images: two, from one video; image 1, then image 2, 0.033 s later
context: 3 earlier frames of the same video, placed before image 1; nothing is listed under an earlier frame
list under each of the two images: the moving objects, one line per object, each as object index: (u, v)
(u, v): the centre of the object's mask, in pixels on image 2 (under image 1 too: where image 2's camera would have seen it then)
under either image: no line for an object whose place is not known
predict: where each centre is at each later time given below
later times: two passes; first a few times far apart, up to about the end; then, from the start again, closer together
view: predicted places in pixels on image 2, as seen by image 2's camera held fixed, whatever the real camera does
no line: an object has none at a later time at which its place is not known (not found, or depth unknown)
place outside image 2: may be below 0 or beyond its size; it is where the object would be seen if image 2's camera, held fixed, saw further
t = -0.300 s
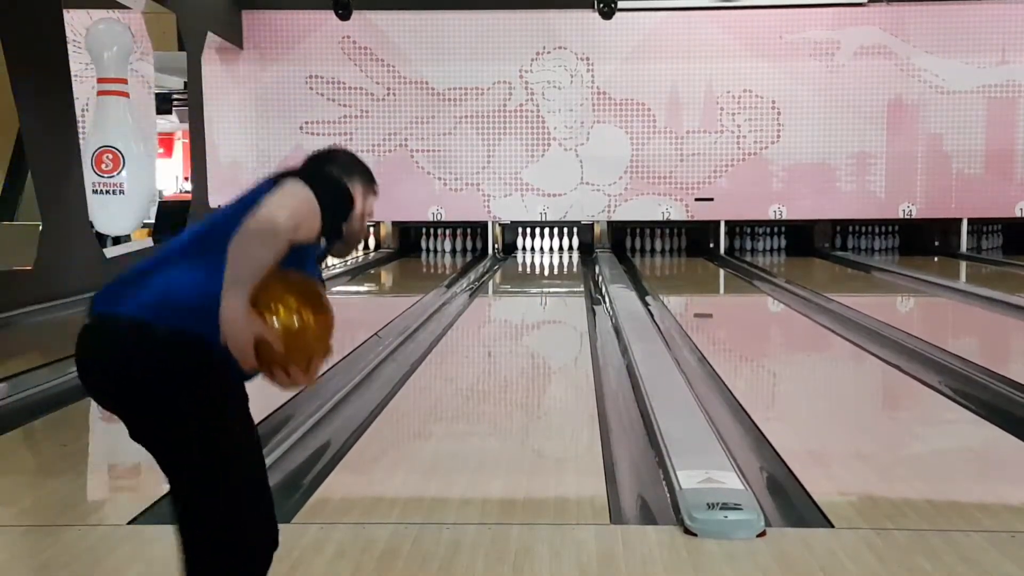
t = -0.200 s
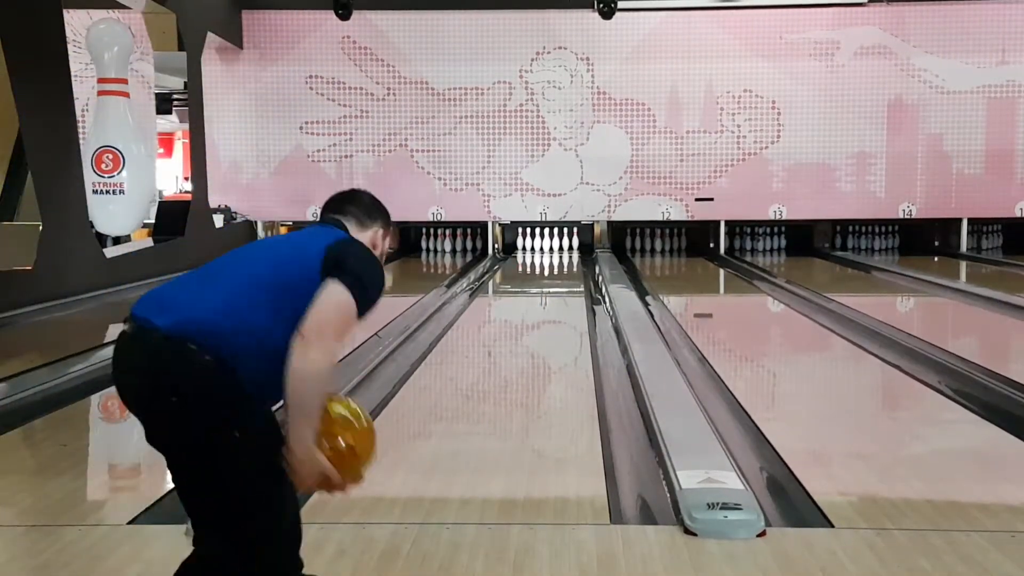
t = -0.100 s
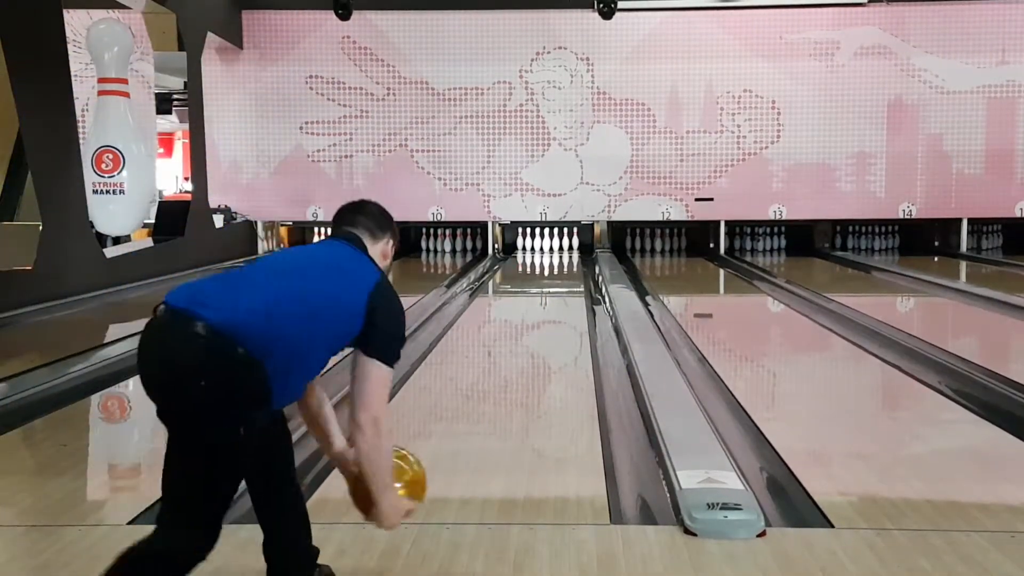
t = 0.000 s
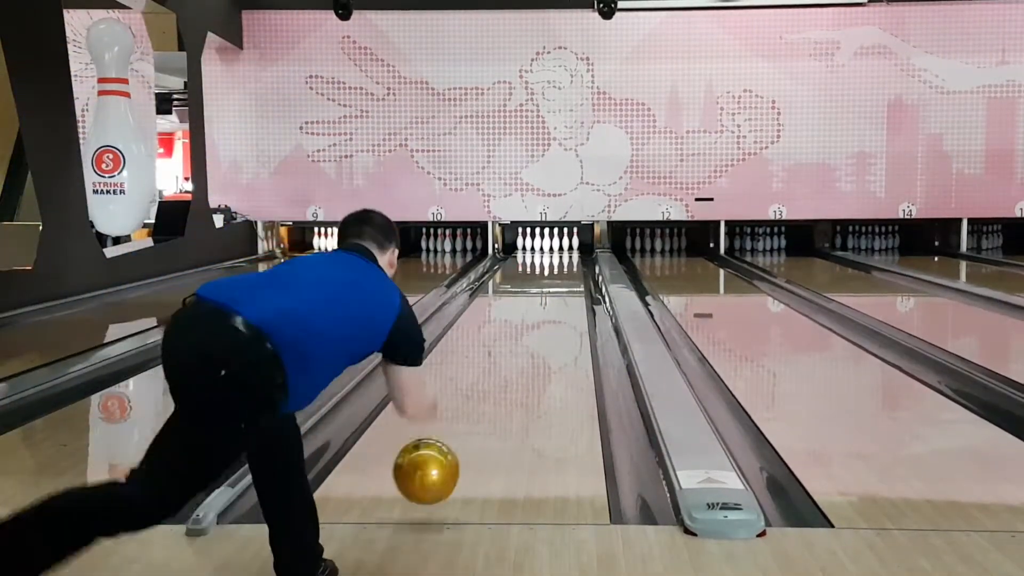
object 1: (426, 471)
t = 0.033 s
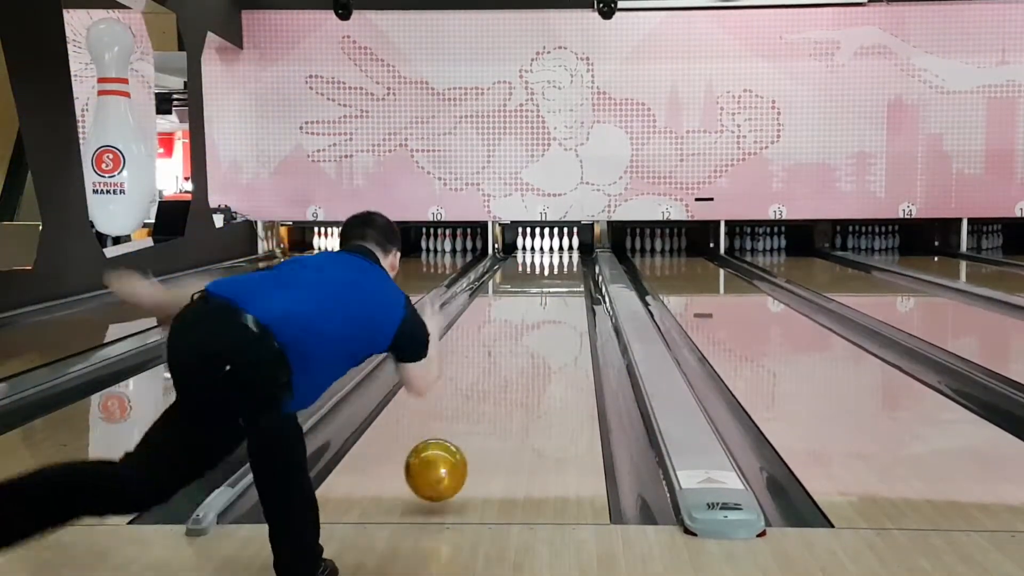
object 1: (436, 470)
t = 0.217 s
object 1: (475, 419)
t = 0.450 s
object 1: (505, 370)
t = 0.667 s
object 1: (523, 339)
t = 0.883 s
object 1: (536, 318)
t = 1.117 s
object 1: (546, 301)
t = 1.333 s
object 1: (553, 288)
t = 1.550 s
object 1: (558, 278)
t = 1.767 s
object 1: (562, 271)
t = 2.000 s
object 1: (564, 263)
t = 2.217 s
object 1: (564, 257)
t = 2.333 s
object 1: (564, 254)
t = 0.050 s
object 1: (440, 471)
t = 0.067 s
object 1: (444, 466)
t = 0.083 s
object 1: (448, 458)
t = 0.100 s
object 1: (452, 454)
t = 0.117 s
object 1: (456, 448)
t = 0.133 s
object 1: (459, 442)
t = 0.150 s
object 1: (462, 439)
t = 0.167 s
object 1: (466, 435)
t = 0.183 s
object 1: (469, 427)
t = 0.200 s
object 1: (472, 423)
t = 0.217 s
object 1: (475, 419)
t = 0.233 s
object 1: (477, 414)
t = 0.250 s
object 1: (480, 410)
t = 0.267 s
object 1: (483, 406)
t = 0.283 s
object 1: (485, 402)
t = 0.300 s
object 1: (487, 398)
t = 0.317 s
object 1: (490, 395)
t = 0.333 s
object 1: (492, 391)
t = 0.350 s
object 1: (494, 388)
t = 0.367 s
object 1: (496, 385)
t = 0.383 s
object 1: (498, 381)
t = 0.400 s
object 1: (500, 378)
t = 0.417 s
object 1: (502, 375)
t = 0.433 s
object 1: (503, 373)
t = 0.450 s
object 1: (505, 370)
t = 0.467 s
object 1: (507, 367)
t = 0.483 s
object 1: (509, 365)
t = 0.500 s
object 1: (510, 362)
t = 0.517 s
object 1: (512, 359)
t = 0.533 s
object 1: (513, 357)
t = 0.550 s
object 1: (515, 354)
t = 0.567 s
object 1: (516, 352)
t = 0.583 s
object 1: (517, 350)
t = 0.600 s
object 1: (518, 348)
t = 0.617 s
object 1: (520, 346)
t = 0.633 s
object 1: (521, 343)
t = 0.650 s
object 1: (522, 341)
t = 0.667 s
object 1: (523, 339)
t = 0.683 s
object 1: (525, 338)
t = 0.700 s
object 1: (526, 335)
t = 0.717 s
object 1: (527, 333)
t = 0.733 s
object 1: (528, 332)
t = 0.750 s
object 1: (529, 330)
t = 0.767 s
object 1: (530, 328)
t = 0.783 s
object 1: (531, 326)
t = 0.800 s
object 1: (532, 325)
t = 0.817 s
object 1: (533, 323)
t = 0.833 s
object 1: (534, 322)
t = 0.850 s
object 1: (535, 320)
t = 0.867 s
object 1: (535, 319)
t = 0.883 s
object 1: (536, 318)
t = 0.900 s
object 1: (537, 316)
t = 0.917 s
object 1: (538, 314)
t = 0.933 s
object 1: (539, 313)
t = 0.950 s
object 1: (539, 312)
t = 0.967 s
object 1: (540, 311)
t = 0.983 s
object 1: (541, 309)
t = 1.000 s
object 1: (542, 308)
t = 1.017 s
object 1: (542, 307)
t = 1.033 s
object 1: (543, 306)
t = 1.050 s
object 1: (544, 305)
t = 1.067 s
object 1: (544, 304)
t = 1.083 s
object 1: (545, 303)
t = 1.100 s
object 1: (545, 302)
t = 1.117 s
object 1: (546, 301)
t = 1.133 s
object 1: (547, 300)
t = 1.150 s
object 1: (547, 299)
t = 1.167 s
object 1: (548, 298)
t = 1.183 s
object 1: (548, 297)
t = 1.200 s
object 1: (549, 296)
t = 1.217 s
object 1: (549, 295)
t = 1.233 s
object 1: (550, 294)
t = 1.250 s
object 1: (550, 293)
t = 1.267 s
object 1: (551, 292)
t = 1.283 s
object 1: (551, 291)
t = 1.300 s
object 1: (552, 290)
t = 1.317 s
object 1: (553, 289)
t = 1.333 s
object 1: (553, 288)
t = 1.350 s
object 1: (553, 287)
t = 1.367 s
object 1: (554, 287)
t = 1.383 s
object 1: (554, 286)
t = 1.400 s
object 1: (554, 285)
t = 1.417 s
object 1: (555, 284)
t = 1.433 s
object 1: (556, 283)
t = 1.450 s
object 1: (556, 282)
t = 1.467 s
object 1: (556, 281)
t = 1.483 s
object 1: (557, 281)
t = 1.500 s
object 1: (557, 280)
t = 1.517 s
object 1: (558, 279)
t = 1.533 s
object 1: (558, 279)
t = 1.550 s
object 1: (558, 278)
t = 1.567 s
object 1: (558, 277)
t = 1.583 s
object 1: (559, 276)
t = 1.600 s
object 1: (560, 276)
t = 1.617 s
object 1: (560, 275)
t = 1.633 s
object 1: (560, 275)
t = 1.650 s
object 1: (560, 274)
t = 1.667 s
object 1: (561, 273)
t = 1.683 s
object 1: (562, 273)
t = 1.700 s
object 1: (562, 272)
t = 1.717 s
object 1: (562, 272)
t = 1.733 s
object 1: (562, 272)
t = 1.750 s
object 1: (562, 271)
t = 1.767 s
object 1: (562, 271)
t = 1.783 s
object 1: (562, 270)
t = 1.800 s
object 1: (562, 269)
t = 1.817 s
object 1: (563, 269)
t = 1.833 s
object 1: (563, 269)
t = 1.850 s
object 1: (563, 268)
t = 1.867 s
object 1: (563, 267)
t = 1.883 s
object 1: (563, 267)
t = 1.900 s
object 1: (563, 266)
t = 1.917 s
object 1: (564, 265)
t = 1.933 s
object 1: (564, 265)
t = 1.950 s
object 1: (564, 264)
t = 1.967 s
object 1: (564, 264)
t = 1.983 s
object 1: (564, 263)
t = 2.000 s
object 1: (564, 263)
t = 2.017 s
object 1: (564, 263)
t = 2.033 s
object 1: (564, 263)
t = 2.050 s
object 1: (564, 262)
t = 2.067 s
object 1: (564, 261)
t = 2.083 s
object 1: (564, 260)
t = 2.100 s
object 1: (564, 260)
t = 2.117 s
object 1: (564, 259)
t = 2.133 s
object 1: (564, 258)
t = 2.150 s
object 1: (564, 258)
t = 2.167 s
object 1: (564, 258)
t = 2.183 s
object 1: (564, 257)
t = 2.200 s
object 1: (564, 257)
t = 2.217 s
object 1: (564, 257)
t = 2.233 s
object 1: (564, 256)
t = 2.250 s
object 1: (564, 256)
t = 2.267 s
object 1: (564, 255)
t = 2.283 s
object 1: (564, 255)
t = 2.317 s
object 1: (564, 254)
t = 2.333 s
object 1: (564, 254)
